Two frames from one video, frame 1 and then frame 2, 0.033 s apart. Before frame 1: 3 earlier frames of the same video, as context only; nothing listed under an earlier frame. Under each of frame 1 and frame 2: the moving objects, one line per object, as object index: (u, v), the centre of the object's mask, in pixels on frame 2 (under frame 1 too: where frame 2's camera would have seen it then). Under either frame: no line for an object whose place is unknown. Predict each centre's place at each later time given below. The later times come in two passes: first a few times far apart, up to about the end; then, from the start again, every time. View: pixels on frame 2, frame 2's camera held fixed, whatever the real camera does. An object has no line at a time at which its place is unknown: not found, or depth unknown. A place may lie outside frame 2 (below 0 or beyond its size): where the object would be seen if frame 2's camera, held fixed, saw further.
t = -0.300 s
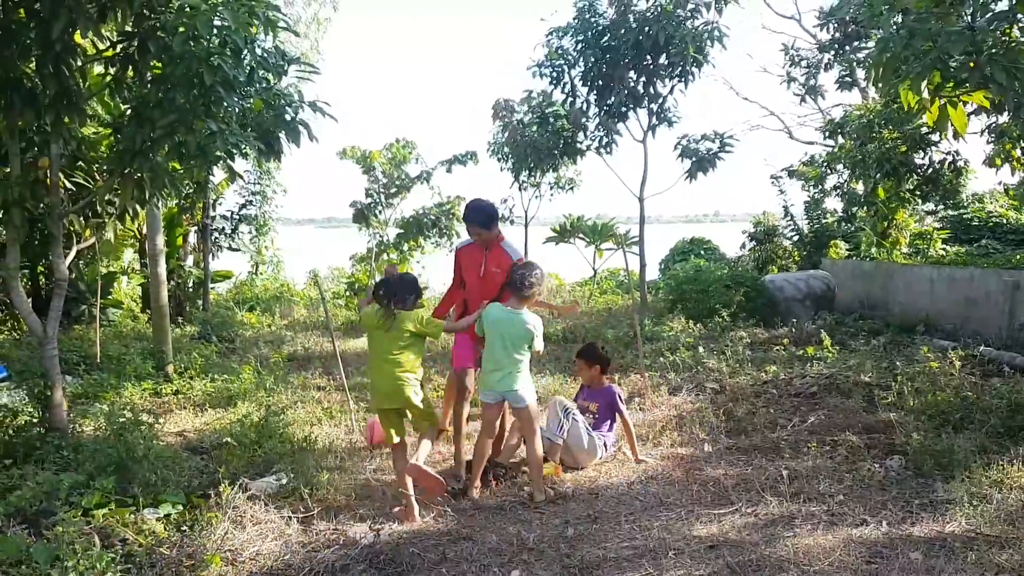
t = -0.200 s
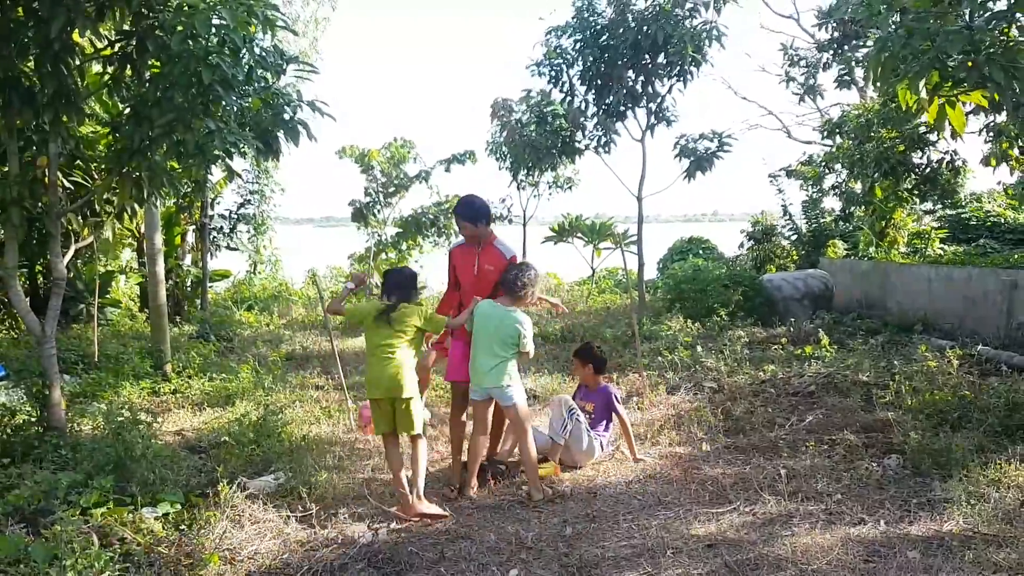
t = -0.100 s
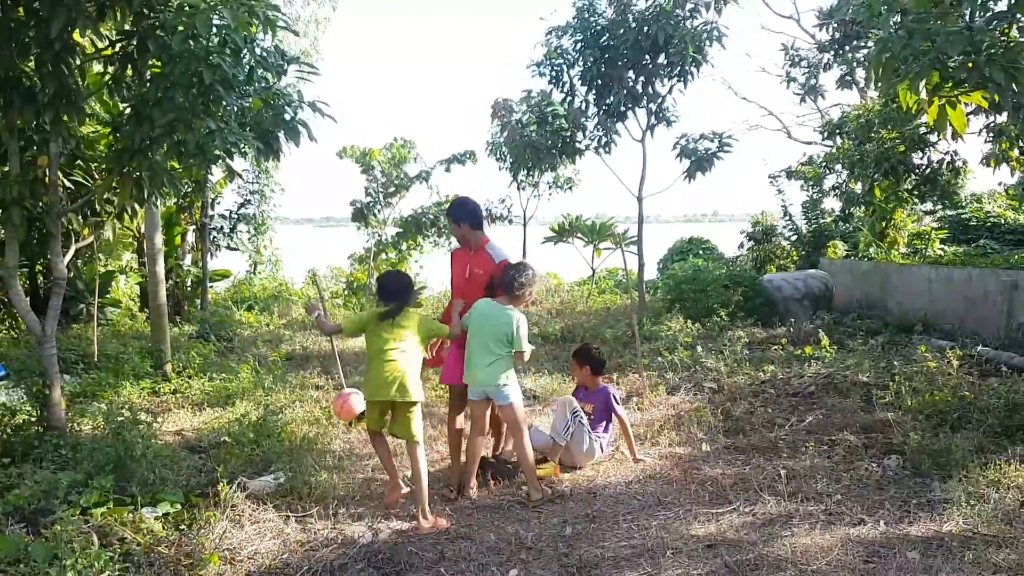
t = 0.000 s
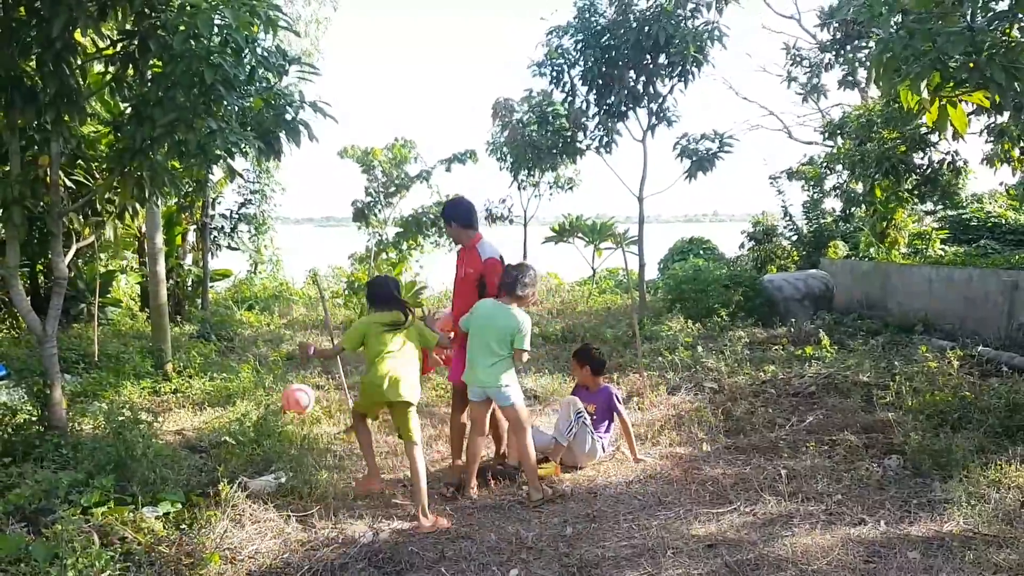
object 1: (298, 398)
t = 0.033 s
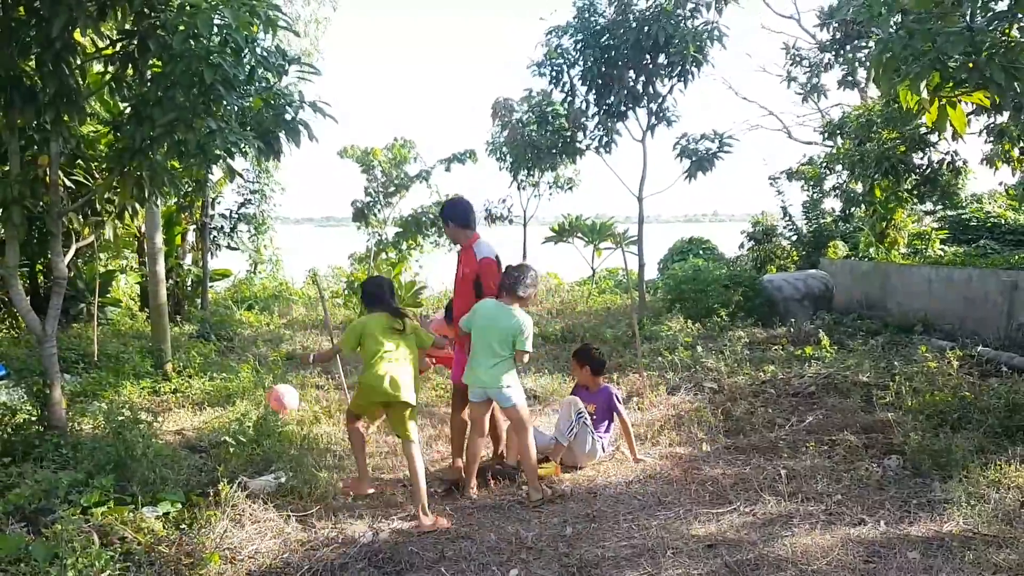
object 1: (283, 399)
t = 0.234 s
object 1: (231, 394)
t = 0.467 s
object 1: (199, 392)
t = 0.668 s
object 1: (176, 387)
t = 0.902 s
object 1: (149, 392)
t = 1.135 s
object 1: (123, 393)
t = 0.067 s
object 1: (269, 398)
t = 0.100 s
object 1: (256, 399)
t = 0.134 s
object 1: (247, 399)
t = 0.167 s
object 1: (242, 398)
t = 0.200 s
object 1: (236, 396)
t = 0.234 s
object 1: (231, 394)
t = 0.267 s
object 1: (226, 394)
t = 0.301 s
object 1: (221, 395)
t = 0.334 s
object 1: (217, 394)
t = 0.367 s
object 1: (213, 393)
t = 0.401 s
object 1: (208, 391)
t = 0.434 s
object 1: (203, 391)
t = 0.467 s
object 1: (199, 392)
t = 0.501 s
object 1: (196, 391)
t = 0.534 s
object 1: (193, 392)
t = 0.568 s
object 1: (189, 392)
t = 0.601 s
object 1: (184, 390)
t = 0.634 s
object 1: (180, 388)
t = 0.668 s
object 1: (176, 387)
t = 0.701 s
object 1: (171, 386)
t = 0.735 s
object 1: (168, 387)
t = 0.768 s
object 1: (164, 388)
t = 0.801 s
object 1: (160, 388)
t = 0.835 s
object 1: (156, 390)
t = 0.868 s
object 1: (153, 390)
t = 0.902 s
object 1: (149, 392)
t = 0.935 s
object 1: (146, 393)
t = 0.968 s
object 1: (144, 394)
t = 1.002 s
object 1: (142, 394)
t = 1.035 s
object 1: (140, 394)
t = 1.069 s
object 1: (138, 393)
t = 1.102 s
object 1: (136, 393)
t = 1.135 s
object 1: (123, 393)
